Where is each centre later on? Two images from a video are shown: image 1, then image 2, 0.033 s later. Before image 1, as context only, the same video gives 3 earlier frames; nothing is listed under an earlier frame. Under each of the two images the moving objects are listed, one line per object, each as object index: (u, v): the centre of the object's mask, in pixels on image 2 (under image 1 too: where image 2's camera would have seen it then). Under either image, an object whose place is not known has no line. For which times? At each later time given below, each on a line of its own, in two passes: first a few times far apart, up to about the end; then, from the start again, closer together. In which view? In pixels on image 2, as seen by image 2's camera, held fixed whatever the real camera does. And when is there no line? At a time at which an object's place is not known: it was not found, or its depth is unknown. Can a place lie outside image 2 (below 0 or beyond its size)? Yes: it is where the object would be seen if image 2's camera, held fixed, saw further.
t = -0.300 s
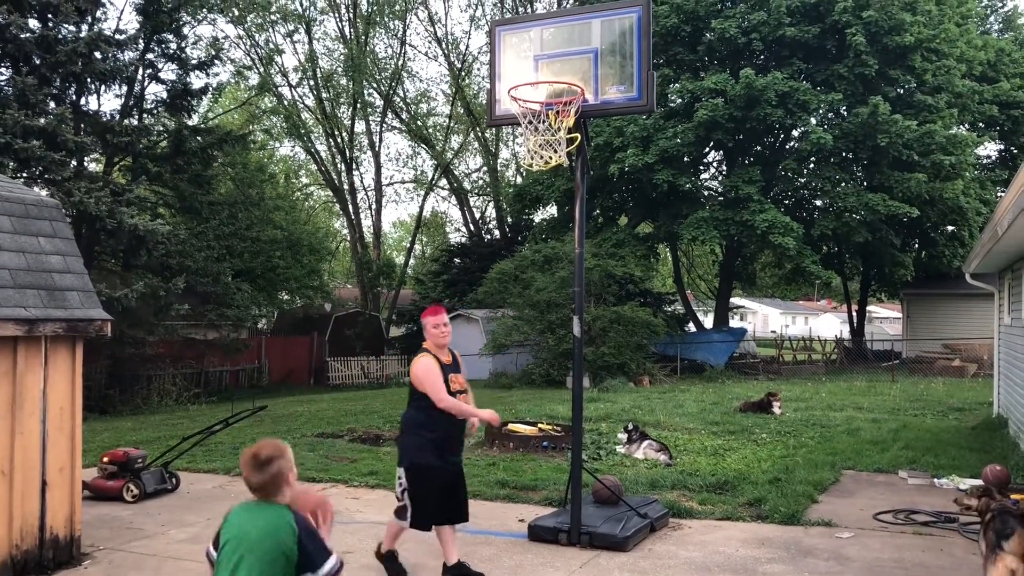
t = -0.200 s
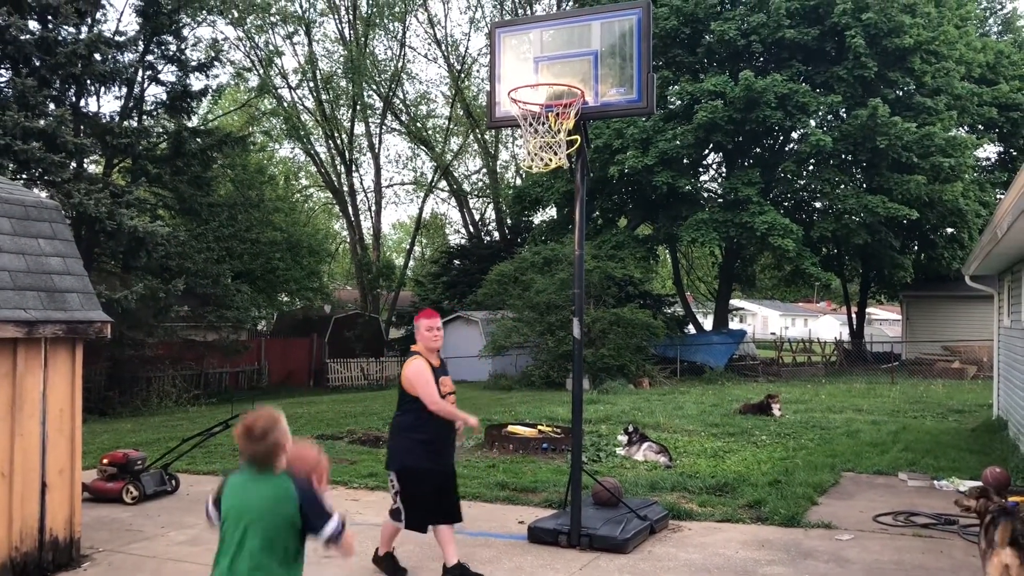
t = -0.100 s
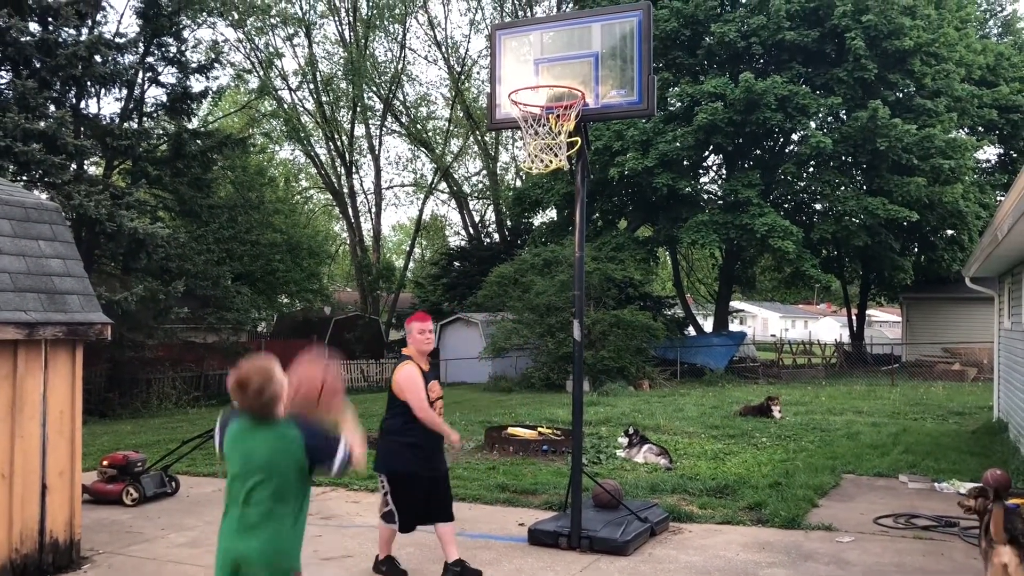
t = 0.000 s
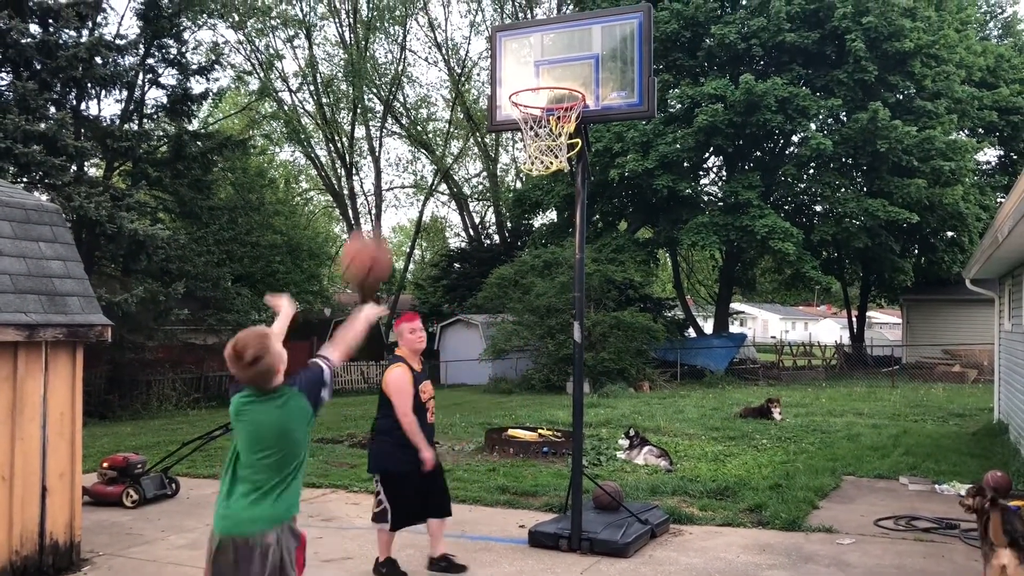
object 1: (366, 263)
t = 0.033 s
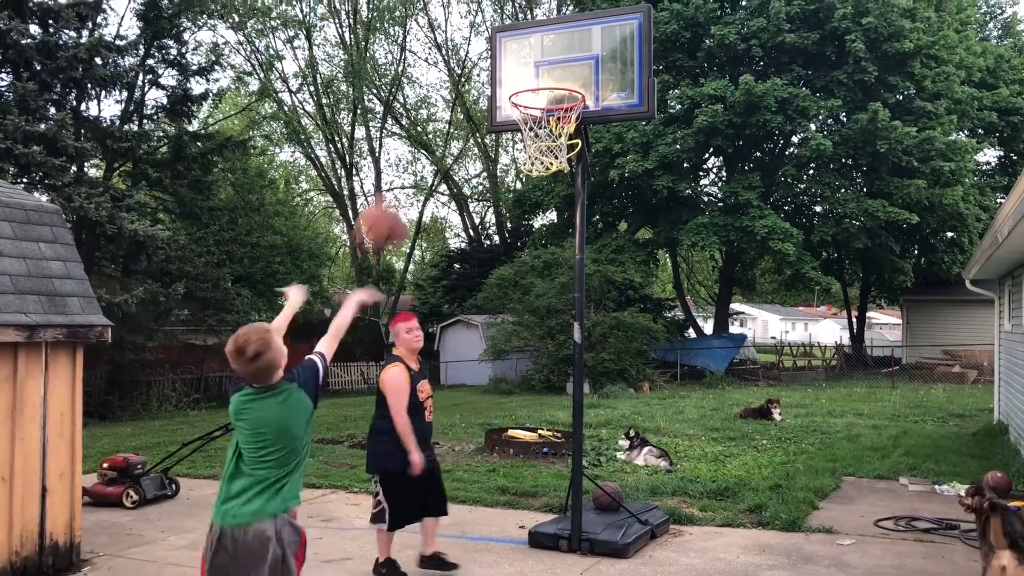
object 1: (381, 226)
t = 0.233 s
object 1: (463, 101)
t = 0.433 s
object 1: (519, 77)
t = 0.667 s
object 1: (532, 135)
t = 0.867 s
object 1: (515, 275)
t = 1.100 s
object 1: (487, 558)
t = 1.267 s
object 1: (467, 501)
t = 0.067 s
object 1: (397, 195)
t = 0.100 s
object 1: (416, 166)
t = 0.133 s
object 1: (427, 145)
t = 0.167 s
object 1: (438, 130)
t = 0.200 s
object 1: (452, 112)
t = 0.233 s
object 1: (463, 101)
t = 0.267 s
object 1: (474, 91)
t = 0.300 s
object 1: (484, 84)
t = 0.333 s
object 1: (494, 79)
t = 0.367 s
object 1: (504, 77)
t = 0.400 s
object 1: (510, 76)
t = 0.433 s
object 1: (519, 77)
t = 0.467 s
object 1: (526, 80)
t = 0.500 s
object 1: (533, 85)
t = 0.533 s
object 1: (540, 91)
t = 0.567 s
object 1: (540, 98)
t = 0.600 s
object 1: (538, 109)
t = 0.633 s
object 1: (534, 122)
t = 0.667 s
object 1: (532, 135)
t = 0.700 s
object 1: (529, 154)
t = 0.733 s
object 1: (527, 174)
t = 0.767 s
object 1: (523, 195)
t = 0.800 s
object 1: (521, 218)
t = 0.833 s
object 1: (519, 246)
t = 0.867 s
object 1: (515, 275)
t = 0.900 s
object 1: (513, 307)
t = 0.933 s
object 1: (511, 342)
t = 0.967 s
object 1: (507, 378)
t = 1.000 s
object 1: (501, 420)
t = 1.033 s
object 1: (497, 465)
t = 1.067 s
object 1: (492, 519)
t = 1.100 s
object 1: (487, 558)
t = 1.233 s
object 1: (471, 533)
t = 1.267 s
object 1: (467, 501)
